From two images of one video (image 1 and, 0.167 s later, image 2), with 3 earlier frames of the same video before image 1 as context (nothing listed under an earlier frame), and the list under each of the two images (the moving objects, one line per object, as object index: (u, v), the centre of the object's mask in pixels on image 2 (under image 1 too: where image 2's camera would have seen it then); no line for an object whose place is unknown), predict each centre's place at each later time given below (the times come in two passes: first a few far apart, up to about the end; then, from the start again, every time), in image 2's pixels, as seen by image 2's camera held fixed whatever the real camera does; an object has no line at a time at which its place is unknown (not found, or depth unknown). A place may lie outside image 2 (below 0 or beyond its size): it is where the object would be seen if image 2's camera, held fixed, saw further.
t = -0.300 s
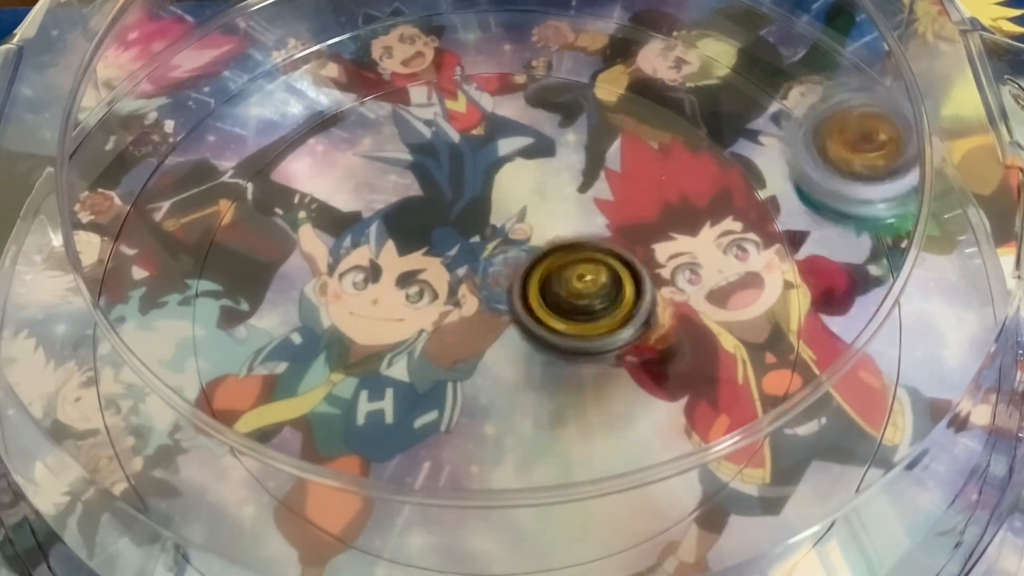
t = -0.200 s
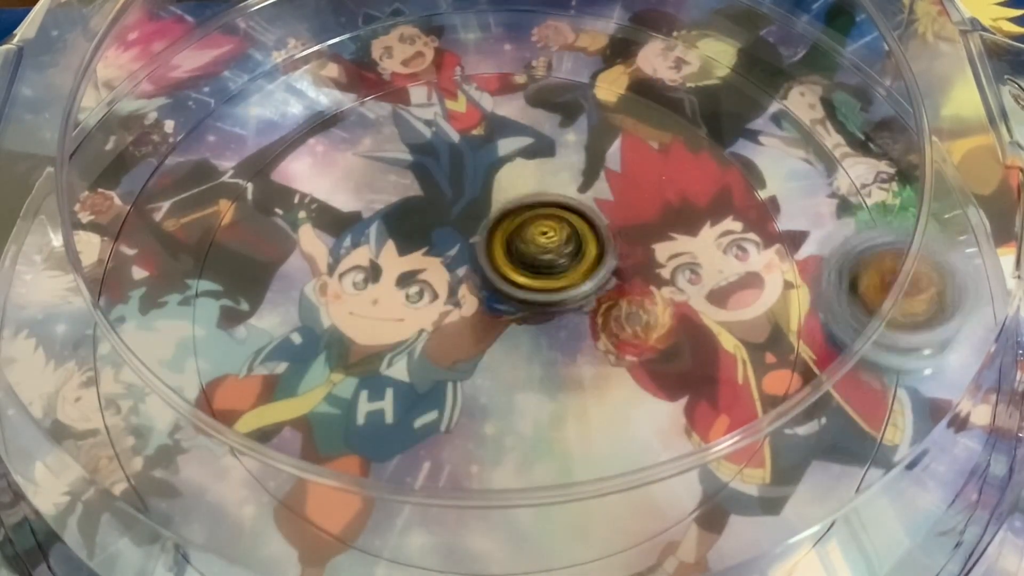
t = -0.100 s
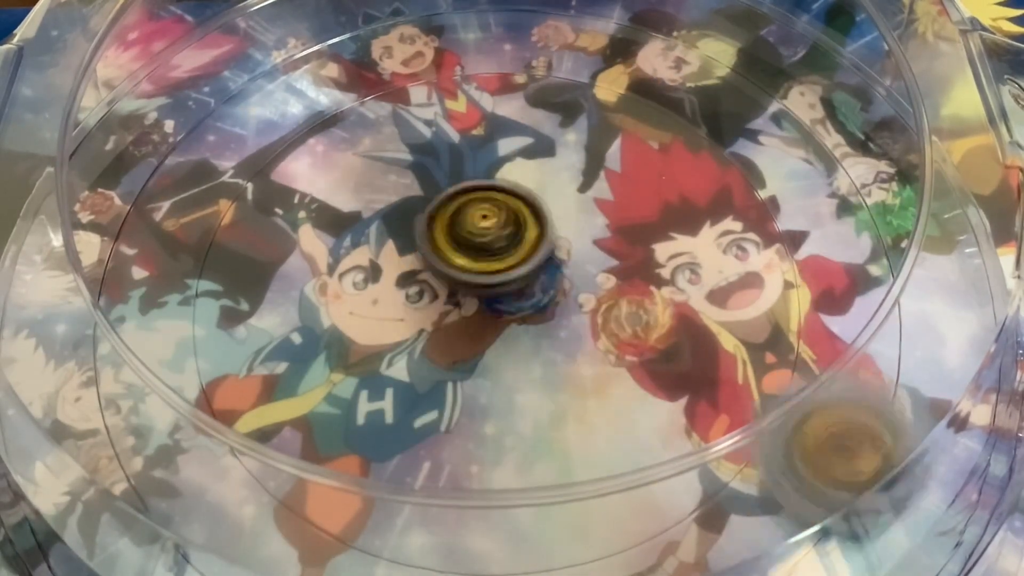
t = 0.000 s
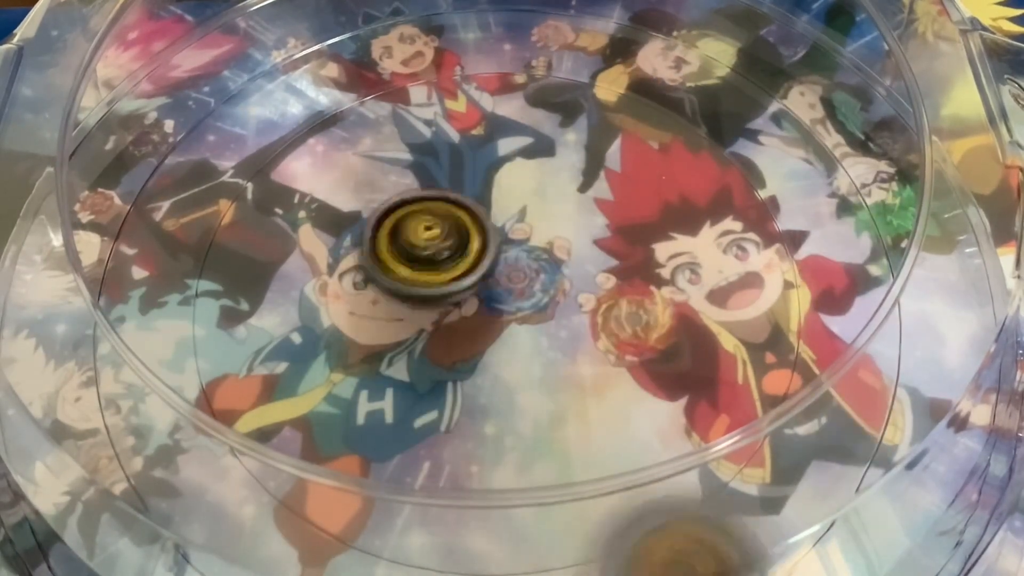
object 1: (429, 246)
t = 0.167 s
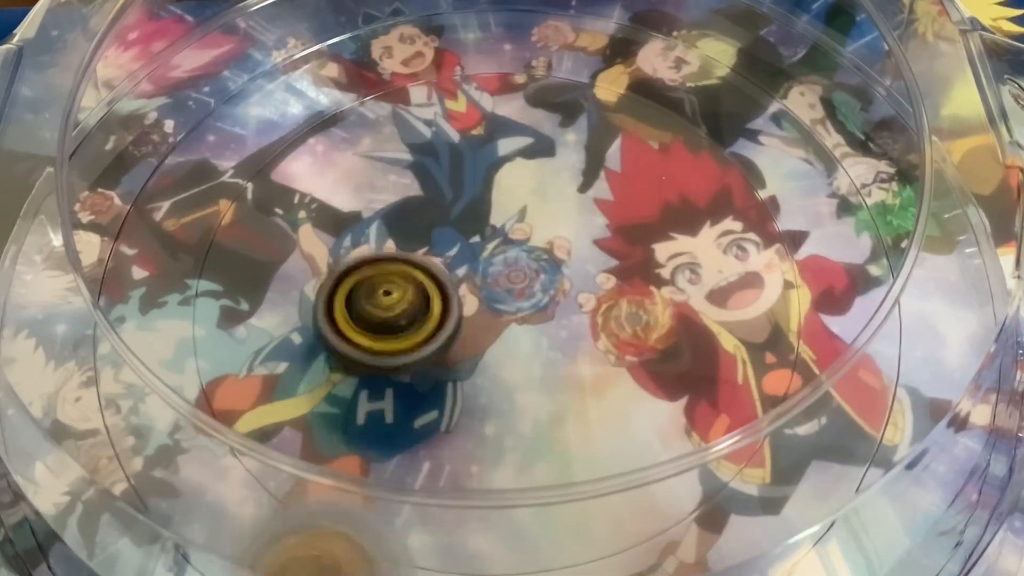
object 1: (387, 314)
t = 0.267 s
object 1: (416, 353)
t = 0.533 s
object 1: (556, 306)
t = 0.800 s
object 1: (482, 209)
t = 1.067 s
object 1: (405, 297)
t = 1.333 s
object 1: (552, 328)
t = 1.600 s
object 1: (551, 217)
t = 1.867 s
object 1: (428, 271)
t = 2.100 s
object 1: (494, 363)
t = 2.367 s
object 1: (588, 293)
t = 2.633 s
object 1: (460, 246)
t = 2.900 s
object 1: (422, 346)
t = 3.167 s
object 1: (552, 329)
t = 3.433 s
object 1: (492, 227)
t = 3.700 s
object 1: (398, 289)
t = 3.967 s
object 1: (526, 337)
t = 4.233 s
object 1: (548, 233)
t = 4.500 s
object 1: (433, 256)
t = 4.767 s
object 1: (499, 351)
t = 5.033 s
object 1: (580, 280)
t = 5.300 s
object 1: (460, 250)
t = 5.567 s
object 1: (445, 350)
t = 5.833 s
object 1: (523, 297)
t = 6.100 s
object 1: (428, 250)
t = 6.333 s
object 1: (501, 320)
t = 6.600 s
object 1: (554, 242)
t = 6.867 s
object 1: (453, 259)
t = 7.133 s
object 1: (507, 348)
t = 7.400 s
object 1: (573, 284)
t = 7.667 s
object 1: (453, 268)
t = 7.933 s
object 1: (445, 352)
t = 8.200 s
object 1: (439, 211)
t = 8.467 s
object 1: (400, 201)
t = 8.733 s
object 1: (486, 230)
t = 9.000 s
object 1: (561, 205)
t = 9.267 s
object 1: (620, 316)
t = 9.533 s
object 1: (600, 370)
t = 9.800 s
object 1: (488, 331)
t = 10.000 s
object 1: (408, 372)
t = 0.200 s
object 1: (394, 328)
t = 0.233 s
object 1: (403, 342)
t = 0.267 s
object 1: (416, 353)
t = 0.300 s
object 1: (435, 362)
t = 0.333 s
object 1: (459, 368)
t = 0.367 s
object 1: (482, 369)
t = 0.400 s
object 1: (502, 363)
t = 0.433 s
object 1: (521, 354)
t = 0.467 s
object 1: (539, 340)
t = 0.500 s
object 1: (550, 325)
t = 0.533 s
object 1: (556, 306)
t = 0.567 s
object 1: (559, 287)
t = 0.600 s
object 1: (555, 272)
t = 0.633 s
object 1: (551, 254)
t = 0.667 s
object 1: (541, 240)
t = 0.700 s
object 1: (530, 227)
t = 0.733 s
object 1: (516, 220)
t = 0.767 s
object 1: (499, 213)
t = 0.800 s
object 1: (482, 209)
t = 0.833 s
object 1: (463, 210)
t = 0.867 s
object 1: (446, 214)
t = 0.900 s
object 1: (431, 221)
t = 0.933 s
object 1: (418, 232)
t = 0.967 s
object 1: (408, 247)
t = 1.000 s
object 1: (402, 262)
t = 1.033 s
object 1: (399, 278)
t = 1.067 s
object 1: (405, 297)
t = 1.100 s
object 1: (419, 316)
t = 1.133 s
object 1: (432, 327)
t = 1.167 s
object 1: (453, 337)
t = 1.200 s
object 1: (476, 344)
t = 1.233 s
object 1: (495, 345)
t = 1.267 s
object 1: (516, 344)
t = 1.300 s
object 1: (535, 338)
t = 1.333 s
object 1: (552, 328)
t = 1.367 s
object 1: (566, 316)
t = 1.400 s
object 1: (576, 302)
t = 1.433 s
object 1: (582, 288)
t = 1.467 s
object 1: (585, 273)
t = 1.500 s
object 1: (582, 257)
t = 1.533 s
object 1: (574, 243)
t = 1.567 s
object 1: (565, 229)
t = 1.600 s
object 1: (551, 217)
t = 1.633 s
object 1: (536, 213)
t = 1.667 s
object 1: (518, 211)
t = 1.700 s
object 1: (498, 212)
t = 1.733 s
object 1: (479, 218)
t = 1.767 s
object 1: (462, 227)
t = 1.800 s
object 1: (445, 240)
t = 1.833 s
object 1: (434, 255)
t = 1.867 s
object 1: (428, 271)
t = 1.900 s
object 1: (425, 289)
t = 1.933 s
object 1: (428, 306)
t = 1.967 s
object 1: (435, 322)
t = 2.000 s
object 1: (447, 337)
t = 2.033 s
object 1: (460, 348)
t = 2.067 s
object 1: (476, 358)
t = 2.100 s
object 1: (494, 363)
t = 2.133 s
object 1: (515, 366)
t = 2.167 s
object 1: (530, 365)
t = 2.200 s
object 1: (547, 361)
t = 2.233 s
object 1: (564, 349)
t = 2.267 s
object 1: (576, 338)
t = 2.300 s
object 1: (585, 324)
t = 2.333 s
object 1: (589, 310)
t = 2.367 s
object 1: (588, 293)
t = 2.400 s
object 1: (581, 277)
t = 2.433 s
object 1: (570, 262)
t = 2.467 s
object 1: (556, 251)
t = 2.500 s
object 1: (538, 242)
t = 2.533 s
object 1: (520, 238)
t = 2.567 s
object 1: (499, 237)
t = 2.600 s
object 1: (480, 240)
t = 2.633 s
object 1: (460, 246)
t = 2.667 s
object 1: (442, 254)
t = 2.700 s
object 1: (429, 264)
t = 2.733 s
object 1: (418, 276)
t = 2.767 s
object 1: (410, 290)
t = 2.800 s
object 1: (407, 305)
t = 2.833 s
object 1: (407, 322)
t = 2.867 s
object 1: (413, 333)
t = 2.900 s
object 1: (422, 346)
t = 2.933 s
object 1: (435, 357)
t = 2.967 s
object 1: (452, 365)
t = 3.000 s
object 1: (471, 368)
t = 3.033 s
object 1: (491, 369)
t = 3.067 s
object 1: (511, 365)
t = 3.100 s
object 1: (527, 358)
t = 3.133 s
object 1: (541, 346)
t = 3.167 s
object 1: (552, 329)
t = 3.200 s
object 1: (557, 313)
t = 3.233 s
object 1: (558, 296)
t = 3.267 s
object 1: (553, 280)
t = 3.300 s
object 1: (548, 262)
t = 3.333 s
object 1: (536, 248)
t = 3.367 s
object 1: (523, 240)
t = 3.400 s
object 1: (509, 230)
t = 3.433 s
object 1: (492, 227)
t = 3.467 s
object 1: (473, 225)
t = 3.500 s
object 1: (457, 226)
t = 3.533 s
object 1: (441, 229)
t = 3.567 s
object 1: (428, 236)
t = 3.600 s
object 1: (415, 246)
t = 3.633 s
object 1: (405, 260)
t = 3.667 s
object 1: (399, 274)
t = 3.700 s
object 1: (398, 289)
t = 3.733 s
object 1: (405, 306)
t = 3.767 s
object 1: (417, 321)
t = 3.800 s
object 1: (428, 331)
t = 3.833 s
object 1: (447, 339)
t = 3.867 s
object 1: (467, 345)
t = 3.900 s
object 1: (488, 346)
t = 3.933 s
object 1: (508, 344)
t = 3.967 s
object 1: (526, 337)
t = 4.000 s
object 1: (540, 328)
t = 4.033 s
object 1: (553, 316)
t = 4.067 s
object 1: (562, 302)
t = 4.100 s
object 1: (568, 286)
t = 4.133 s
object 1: (567, 272)
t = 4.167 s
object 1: (565, 257)
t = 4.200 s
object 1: (558, 244)
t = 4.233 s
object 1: (548, 233)
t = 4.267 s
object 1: (537, 222)
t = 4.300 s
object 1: (523, 217)
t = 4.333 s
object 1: (506, 214)
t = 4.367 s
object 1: (487, 215)
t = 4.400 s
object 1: (471, 221)
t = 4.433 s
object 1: (457, 230)
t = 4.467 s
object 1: (444, 242)
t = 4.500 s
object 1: (433, 256)
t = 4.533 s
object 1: (428, 271)
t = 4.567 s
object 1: (427, 288)
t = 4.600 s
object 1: (431, 303)
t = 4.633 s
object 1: (439, 319)
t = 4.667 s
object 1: (452, 331)
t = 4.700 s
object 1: (467, 342)
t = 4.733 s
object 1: (482, 349)
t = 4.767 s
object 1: (499, 351)
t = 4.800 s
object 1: (516, 351)
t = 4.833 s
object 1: (532, 350)
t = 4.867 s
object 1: (551, 342)
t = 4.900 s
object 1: (563, 333)
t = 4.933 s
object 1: (574, 322)
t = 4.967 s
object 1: (581, 310)
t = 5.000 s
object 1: (581, 294)
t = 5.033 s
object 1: (580, 280)
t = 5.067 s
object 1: (572, 266)
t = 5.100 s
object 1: (563, 254)
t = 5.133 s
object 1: (549, 246)
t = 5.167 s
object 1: (530, 240)
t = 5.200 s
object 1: (511, 237)
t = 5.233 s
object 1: (493, 238)
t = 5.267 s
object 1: (475, 243)
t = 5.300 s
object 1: (460, 250)
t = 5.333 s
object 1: (446, 260)
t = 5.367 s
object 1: (435, 271)
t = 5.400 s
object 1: (426, 285)
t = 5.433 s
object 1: (422, 299)
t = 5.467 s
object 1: (423, 317)
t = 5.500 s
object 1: (426, 327)
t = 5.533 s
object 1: (434, 338)
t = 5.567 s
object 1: (445, 350)
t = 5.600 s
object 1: (460, 358)
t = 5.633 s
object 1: (476, 362)
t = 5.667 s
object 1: (489, 364)
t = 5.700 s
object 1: (495, 350)
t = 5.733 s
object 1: (510, 337)
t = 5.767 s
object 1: (520, 326)
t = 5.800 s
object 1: (524, 312)
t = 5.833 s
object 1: (523, 297)
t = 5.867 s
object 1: (519, 284)
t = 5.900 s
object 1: (511, 273)
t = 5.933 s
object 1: (500, 263)
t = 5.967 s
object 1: (487, 254)
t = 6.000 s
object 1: (471, 249)
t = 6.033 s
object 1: (457, 246)
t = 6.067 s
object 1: (441, 247)
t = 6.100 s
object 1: (428, 250)
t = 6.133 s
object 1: (416, 259)
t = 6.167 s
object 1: (417, 271)
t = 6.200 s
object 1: (432, 290)
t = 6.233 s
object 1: (448, 306)
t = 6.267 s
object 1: (467, 315)
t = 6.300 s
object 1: (485, 319)
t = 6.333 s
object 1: (501, 320)
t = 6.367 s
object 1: (518, 314)
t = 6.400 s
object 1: (533, 310)
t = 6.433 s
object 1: (544, 300)
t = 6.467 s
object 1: (552, 288)
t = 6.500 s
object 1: (559, 277)
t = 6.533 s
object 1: (560, 265)
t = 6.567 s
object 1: (559, 254)
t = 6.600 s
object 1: (554, 242)
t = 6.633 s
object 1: (545, 231)
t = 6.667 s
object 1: (533, 224)
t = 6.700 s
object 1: (519, 221)
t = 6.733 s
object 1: (504, 223)
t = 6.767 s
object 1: (488, 227)
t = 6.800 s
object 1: (474, 236)
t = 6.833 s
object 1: (462, 246)
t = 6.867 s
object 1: (453, 259)
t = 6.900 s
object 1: (449, 273)
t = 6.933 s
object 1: (451, 290)
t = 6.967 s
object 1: (453, 305)
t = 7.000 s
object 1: (459, 318)
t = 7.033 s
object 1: (468, 328)
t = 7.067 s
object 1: (480, 338)
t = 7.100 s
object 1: (493, 344)
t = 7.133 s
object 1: (507, 348)
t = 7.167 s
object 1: (522, 350)
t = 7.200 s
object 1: (537, 349)
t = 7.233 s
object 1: (550, 345)
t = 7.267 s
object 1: (562, 337)
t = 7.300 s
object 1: (571, 324)
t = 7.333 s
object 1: (577, 311)
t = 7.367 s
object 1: (578, 298)
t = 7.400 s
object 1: (573, 284)
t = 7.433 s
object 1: (563, 272)
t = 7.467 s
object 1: (551, 264)
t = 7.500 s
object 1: (535, 256)
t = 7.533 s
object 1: (519, 253)
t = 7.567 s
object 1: (502, 256)
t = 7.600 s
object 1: (484, 256)
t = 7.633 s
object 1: (468, 261)
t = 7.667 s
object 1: (453, 268)
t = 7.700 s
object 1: (442, 277)
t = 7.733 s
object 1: (432, 287)
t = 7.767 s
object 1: (427, 300)
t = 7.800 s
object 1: (423, 312)
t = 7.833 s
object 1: (423, 322)
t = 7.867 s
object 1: (426, 332)
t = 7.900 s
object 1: (434, 343)
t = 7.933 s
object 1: (445, 352)
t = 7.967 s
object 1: (460, 359)
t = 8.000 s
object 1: (477, 361)
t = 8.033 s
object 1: (483, 356)
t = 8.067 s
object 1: (486, 332)
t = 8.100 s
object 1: (470, 294)
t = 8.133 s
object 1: (458, 263)
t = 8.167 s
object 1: (449, 234)
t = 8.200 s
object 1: (439, 211)
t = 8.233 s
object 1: (432, 195)
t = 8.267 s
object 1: (425, 189)
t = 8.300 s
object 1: (421, 186)
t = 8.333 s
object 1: (413, 184)
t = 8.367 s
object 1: (407, 185)
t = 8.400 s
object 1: (404, 188)
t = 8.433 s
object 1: (401, 193)
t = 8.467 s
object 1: (400, 201)
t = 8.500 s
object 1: (400, 209)
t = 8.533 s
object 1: (402, 219)
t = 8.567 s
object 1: (407, 231)
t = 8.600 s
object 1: (413, 242)
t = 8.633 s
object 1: (420, 252)
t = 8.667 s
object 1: (436, 254)
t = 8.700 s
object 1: (459, 245)
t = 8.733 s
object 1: (486, 230)
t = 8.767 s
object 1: (512, 216)
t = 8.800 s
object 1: (531, 208)
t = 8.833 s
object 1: (547, 202)
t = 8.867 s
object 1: (556, 199)
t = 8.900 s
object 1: (562, 199)
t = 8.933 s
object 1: (562, 199)
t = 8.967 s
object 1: (562, 201)
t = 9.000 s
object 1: (561, 205)
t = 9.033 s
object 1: (557, 210)
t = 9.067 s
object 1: (555, 219)
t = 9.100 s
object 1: (574, 235)
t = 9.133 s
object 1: (593, 253)
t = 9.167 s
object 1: (608, 274)
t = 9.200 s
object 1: (617, 290)
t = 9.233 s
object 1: (620, 304)
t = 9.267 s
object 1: (620, 316)
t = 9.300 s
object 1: (615, 326)
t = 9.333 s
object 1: (608, 334)
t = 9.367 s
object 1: (612, 344)
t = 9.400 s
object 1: (616, 357)
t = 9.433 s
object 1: (615, 364)
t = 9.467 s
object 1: (613, 368)
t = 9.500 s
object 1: (607, 369)
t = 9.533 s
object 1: (600, 370)
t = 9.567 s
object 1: (590, 370)
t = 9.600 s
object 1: (579, 368)
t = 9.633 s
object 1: (565, 365)
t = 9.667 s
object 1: (553, 359)
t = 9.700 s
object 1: (537, 352)
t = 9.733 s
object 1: (521, 347)
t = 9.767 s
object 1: (502, 338)
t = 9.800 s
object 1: (488, 331)
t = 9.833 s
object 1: (473, 325)
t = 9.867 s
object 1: (463, 329)
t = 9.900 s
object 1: (451, 342)
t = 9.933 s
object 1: (435, 354)
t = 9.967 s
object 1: (421, 364)
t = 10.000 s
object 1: (408, 372)
